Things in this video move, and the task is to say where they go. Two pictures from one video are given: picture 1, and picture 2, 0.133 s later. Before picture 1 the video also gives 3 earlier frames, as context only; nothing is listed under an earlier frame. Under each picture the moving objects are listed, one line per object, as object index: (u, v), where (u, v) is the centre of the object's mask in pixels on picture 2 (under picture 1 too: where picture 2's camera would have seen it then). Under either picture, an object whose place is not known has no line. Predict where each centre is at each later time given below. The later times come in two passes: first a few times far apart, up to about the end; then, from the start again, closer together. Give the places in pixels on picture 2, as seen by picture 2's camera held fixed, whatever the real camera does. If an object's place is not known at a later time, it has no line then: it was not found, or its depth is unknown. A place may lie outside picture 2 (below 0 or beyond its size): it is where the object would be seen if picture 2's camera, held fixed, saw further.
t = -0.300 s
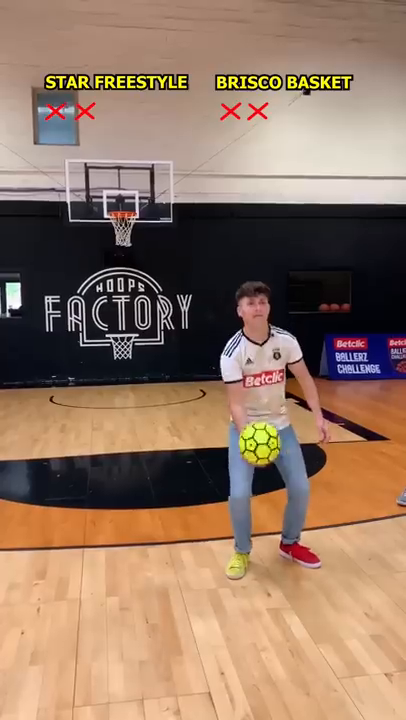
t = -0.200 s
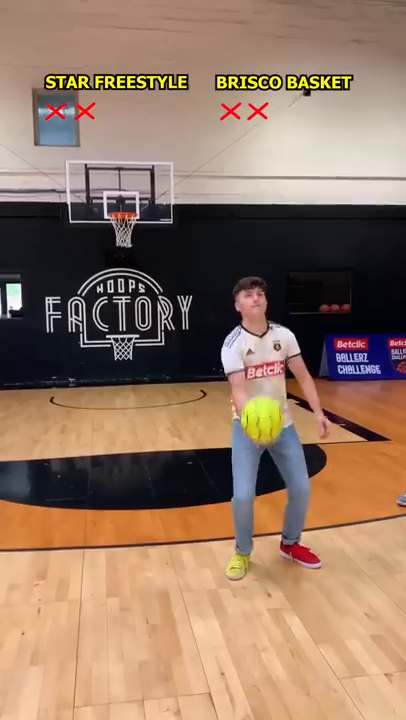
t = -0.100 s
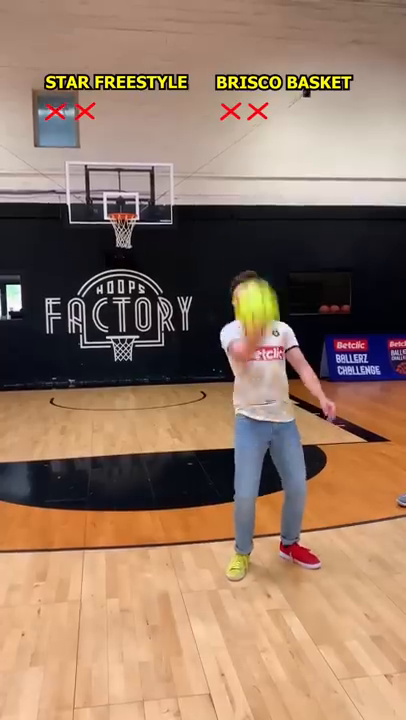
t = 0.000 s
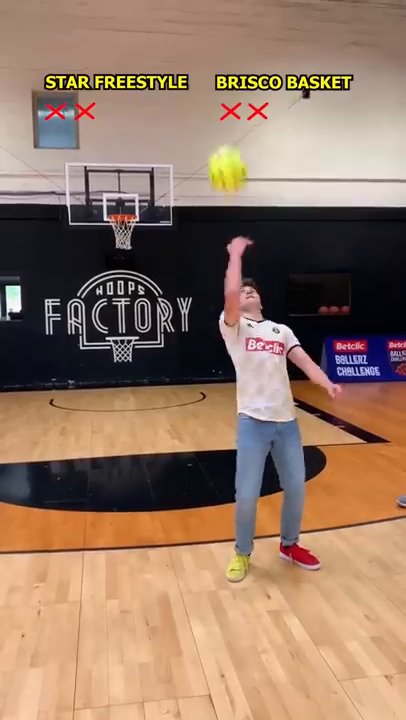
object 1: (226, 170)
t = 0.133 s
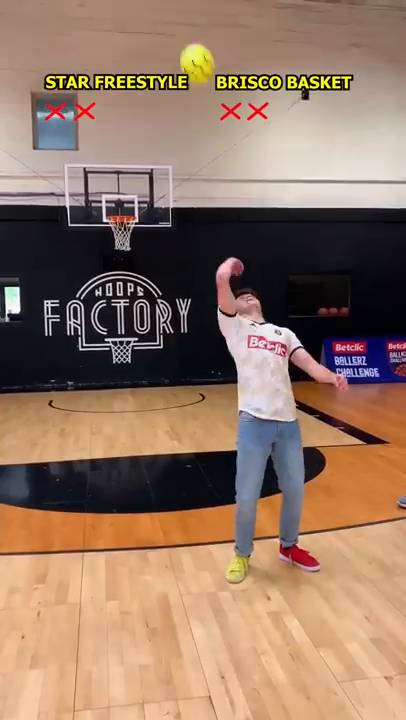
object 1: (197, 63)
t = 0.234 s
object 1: (180, 20)
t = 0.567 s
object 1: (145, -1)
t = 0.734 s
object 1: (135, 18)
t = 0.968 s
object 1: (124, 85)
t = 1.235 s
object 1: (117, 173)
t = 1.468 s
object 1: (128, 246)
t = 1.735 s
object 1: (153, 315)
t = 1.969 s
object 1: (172, 380)
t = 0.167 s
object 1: (190, 46)
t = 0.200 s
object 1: (185, 32)
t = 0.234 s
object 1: (180, 20)
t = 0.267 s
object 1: (175, 12)
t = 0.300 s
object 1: (171, 7)
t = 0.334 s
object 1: (167, 3)
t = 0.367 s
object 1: (163, 1)
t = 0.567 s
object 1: (145, -1)
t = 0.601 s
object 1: (142, 0)
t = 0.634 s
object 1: (140, 2)
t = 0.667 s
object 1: (138, 5)
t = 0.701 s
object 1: (136, 12)
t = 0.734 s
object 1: (135, 18)
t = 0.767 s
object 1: (133, 26)
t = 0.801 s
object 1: (131, 34)
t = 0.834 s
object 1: (130, 42)
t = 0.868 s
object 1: (128, 51)
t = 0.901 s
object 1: (127, 58)
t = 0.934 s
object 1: (125, 63)
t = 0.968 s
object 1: (124, 85)
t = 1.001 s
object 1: (123, 90)
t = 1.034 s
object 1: (122, 101)
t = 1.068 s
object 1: (121, 112)
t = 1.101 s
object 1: (121, 124)
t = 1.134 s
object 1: (119, 135)
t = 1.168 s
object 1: (118, 147)
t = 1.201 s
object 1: (118, 159)
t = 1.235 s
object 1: (117, 173)
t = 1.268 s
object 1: (117, 185)
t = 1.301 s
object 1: (117, 199)
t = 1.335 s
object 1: (115, 210)
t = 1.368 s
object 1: (118, 223)
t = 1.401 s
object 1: (123, 237)
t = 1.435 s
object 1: (124, 240)
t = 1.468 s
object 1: (128, 246)
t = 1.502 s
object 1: (131, 252)
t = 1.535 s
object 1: (134, 260)
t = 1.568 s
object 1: (137, 268)
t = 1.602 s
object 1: (141, 277)
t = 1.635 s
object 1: (144, 286)
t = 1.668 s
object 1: (147, 294)
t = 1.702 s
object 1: (150, 305)
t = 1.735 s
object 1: (153, 315)
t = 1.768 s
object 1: (155, 327)
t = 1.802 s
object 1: (159, 339)
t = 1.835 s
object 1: (162, 351)
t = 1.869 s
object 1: (165, 363)
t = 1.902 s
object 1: (167, 376)
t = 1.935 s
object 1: (170, 388)
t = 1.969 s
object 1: (172, 380)
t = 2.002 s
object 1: (175, 371)
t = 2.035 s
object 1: (177, 362)
